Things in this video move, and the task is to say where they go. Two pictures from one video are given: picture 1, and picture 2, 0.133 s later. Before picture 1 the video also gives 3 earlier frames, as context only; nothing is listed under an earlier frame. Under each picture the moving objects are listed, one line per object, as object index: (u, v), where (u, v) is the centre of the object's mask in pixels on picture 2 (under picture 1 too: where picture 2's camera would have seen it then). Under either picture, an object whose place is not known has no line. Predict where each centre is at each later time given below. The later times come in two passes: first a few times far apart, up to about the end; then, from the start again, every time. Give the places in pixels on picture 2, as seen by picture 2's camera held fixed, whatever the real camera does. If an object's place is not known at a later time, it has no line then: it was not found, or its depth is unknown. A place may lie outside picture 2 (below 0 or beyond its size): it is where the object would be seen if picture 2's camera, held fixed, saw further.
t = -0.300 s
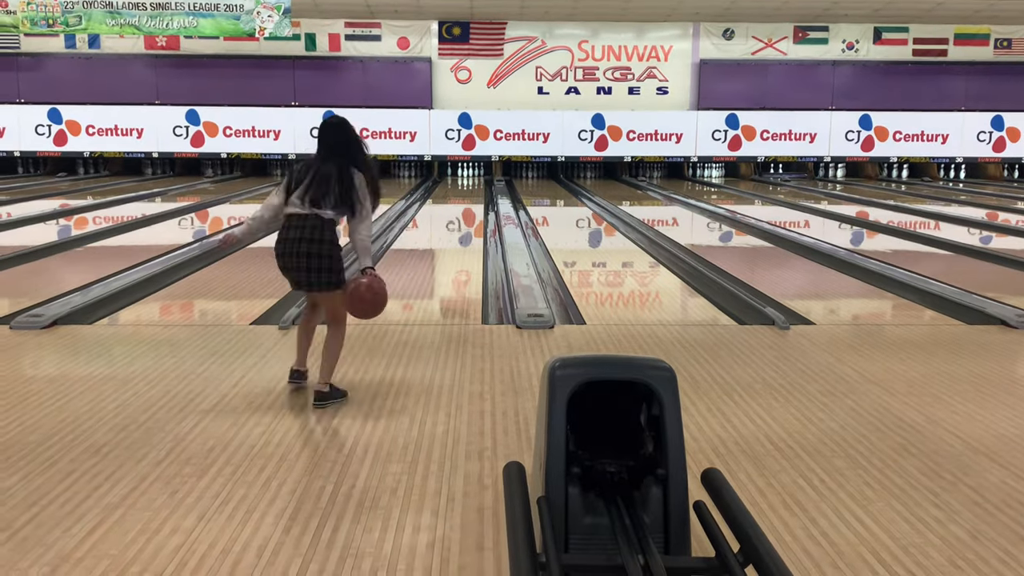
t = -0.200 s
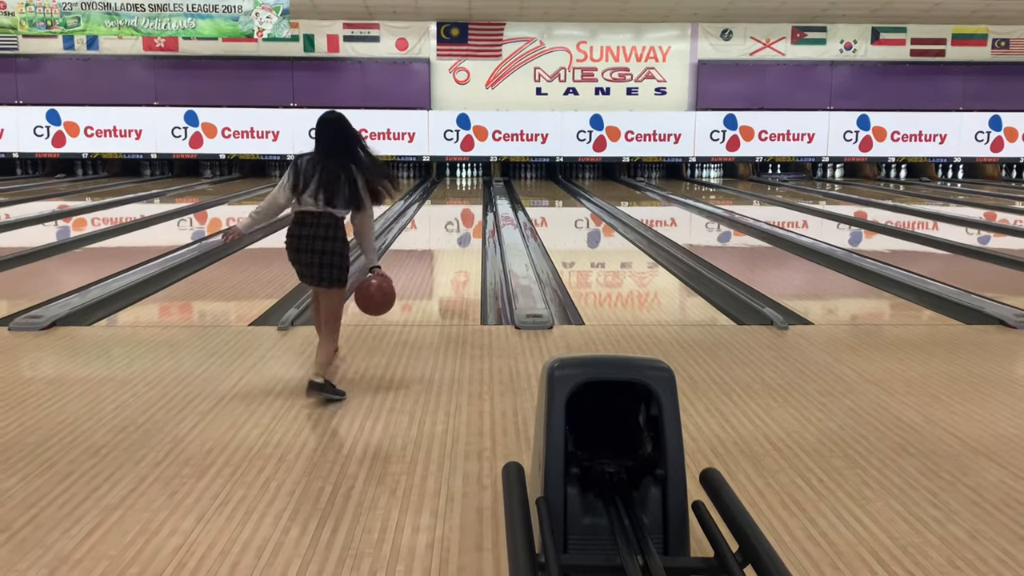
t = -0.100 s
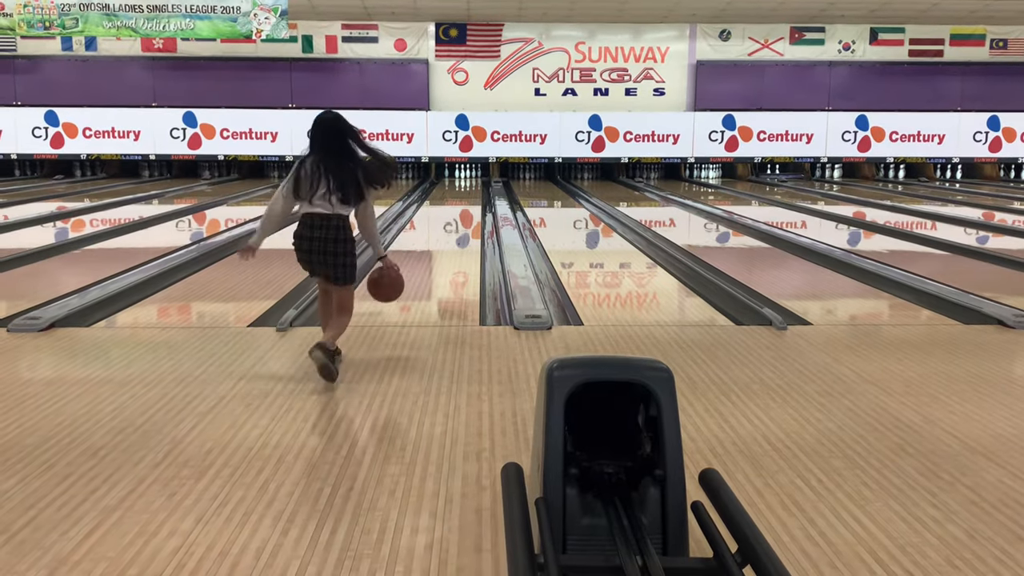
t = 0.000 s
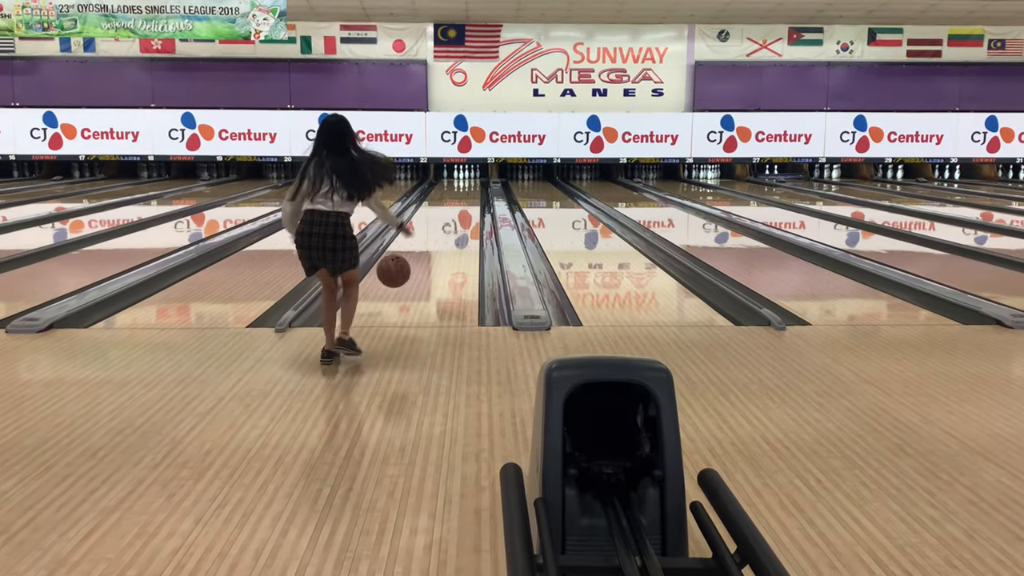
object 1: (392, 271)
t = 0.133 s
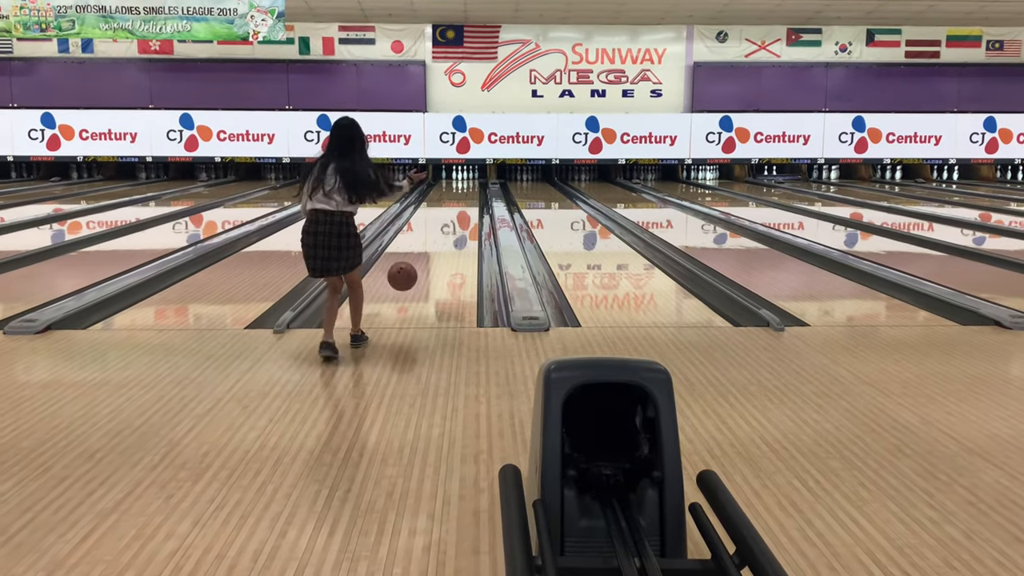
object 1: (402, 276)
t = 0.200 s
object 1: (406, 286)
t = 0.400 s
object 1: (417, 274)
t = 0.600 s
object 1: (425, 258)
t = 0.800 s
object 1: (431, 244)
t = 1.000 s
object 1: (436, 234)
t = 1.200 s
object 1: (440, 226)
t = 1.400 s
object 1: (443, 218)
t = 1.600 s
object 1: (446, 212)
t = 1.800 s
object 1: (449, 206)
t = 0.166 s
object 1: (404, 280)
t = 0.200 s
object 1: (406, 286)
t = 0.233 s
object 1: (408, 292)
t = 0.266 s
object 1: (410, 287)
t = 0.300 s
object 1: (412, 283)
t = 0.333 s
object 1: (414, 281)
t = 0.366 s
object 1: (415, 278)
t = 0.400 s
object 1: (417, 274)
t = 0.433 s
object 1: (418, 271)
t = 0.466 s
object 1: (420, 268)
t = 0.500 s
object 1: (421, 266)
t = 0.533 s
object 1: (422, 263)
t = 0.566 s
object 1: (423, 260)
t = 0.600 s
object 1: (425, 258)
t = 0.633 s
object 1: (426, 255)
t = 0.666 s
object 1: (427, 253)
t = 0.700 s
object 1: (428, 251)
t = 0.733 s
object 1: (429, 248)
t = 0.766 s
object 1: (430, 246)
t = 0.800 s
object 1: (431, 244)
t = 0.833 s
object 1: (432, 243)
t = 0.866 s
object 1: (433, 241)
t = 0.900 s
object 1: (433, 239)
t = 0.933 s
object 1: (434, 237)
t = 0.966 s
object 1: (435, 236)
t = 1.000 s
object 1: (436, 234)
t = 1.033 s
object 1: (437, 232)
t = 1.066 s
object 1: (437, 231)
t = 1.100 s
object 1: (438, 230)
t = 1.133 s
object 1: (439, 228)
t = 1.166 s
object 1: (439, 227)
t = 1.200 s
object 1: (440, 226)
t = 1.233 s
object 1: (441, 224)
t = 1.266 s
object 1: (441, 223)
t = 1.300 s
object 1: (442, 222)
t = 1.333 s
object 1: (442, 221)
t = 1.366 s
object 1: (443, 220)
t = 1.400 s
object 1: (443, 218)
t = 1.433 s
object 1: (444, 217)
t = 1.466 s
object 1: (445, 216)
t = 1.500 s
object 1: (445, 215)
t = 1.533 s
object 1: (446, 214)
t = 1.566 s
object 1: (446, 213)
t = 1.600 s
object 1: (446, 212)
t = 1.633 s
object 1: (447, 211)
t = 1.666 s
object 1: (447, 210)
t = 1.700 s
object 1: (448, 209)
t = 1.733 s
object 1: (448, 209)
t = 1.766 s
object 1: (448, 208)
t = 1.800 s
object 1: (449, 206)
